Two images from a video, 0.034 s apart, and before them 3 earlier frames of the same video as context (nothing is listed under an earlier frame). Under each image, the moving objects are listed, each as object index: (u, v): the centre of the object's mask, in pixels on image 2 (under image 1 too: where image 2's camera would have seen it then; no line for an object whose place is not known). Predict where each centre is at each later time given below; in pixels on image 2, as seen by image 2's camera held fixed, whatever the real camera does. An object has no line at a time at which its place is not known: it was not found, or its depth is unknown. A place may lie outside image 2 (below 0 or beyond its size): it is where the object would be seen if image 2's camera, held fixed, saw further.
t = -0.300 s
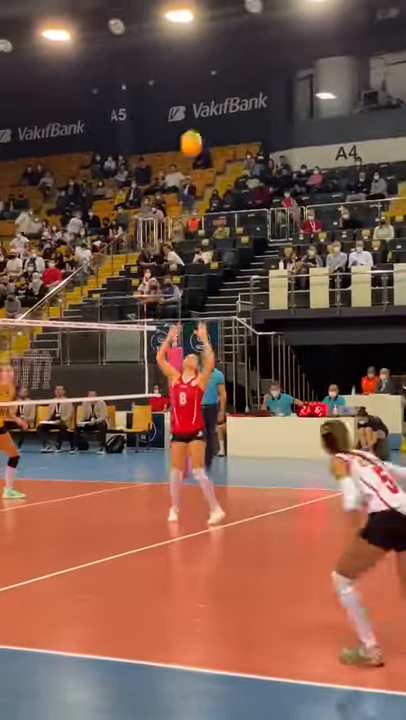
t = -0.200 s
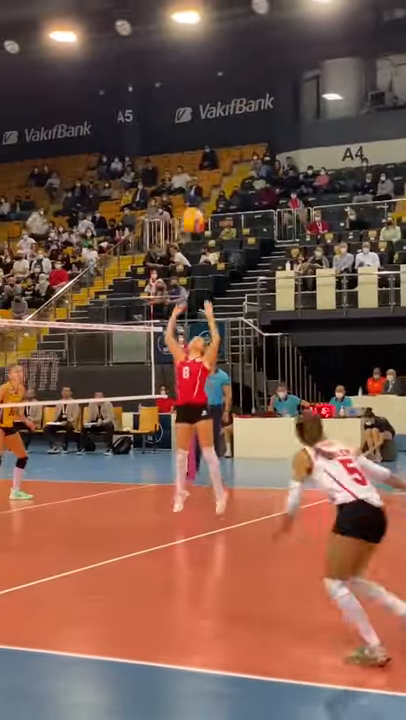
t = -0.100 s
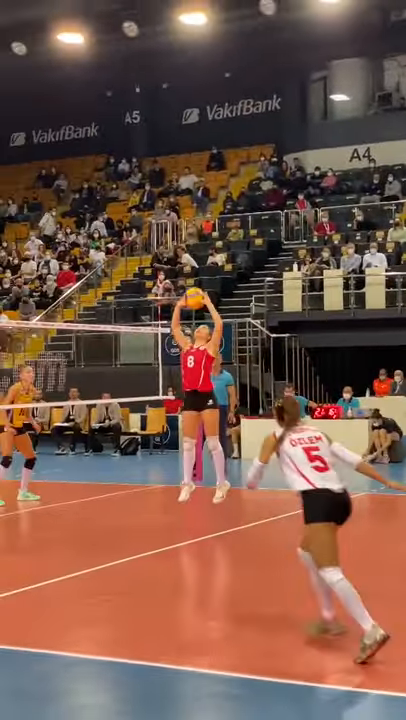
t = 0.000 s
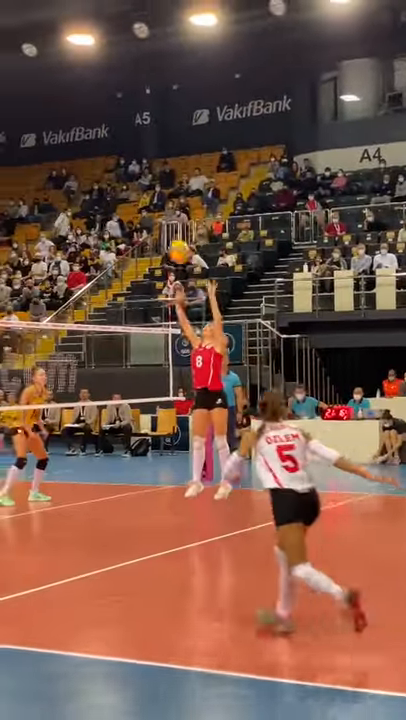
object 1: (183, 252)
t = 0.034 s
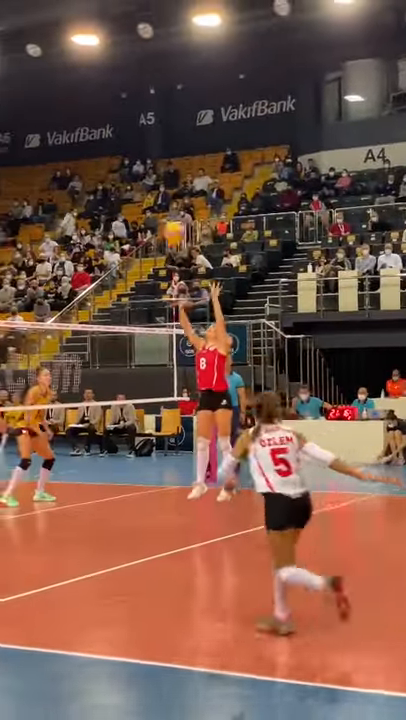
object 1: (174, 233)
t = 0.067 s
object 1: (164, 214)
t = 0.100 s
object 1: (154, 198)
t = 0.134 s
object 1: (145, 182)
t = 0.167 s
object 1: (135, 167)
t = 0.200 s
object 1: (125, 153)
